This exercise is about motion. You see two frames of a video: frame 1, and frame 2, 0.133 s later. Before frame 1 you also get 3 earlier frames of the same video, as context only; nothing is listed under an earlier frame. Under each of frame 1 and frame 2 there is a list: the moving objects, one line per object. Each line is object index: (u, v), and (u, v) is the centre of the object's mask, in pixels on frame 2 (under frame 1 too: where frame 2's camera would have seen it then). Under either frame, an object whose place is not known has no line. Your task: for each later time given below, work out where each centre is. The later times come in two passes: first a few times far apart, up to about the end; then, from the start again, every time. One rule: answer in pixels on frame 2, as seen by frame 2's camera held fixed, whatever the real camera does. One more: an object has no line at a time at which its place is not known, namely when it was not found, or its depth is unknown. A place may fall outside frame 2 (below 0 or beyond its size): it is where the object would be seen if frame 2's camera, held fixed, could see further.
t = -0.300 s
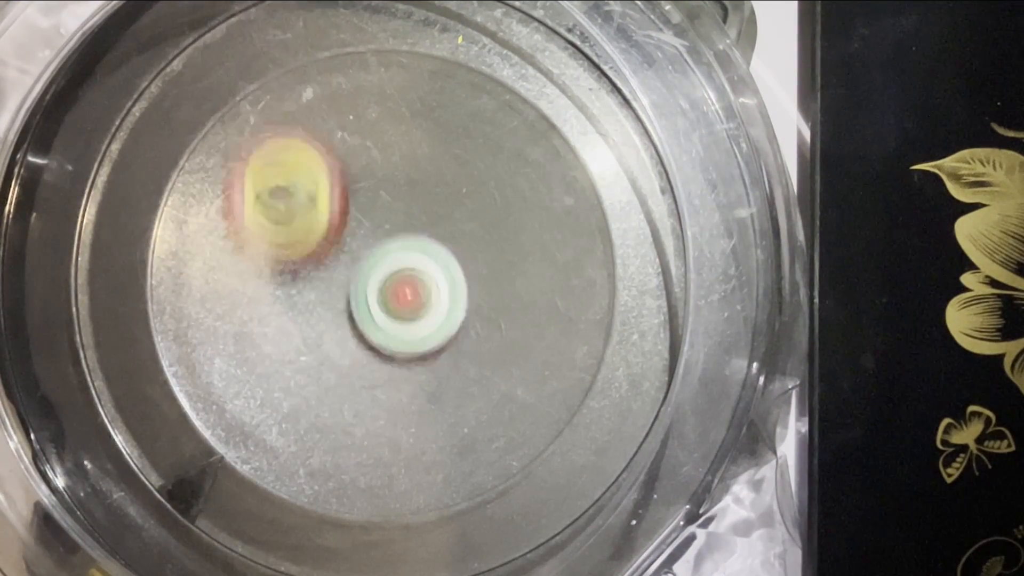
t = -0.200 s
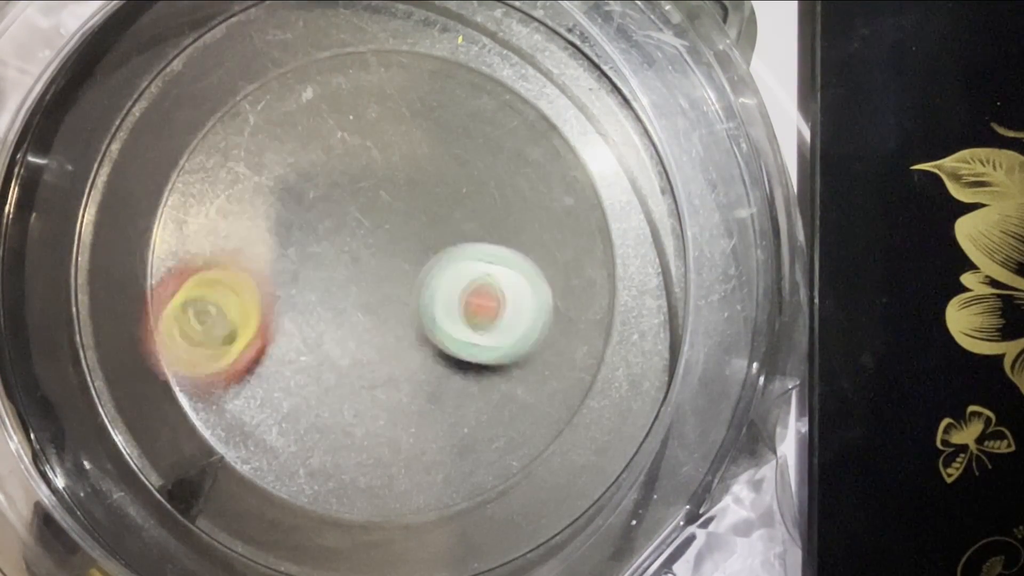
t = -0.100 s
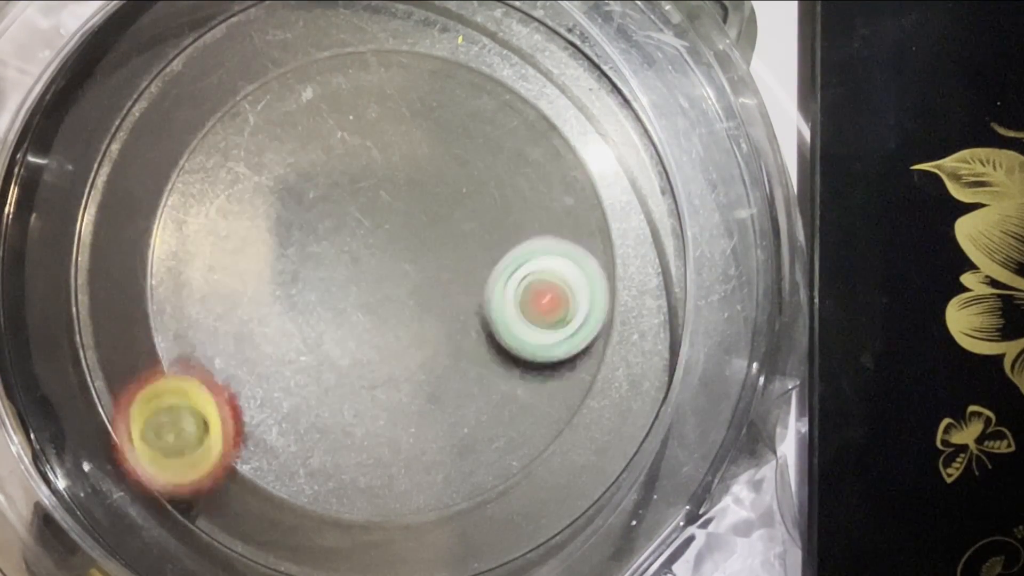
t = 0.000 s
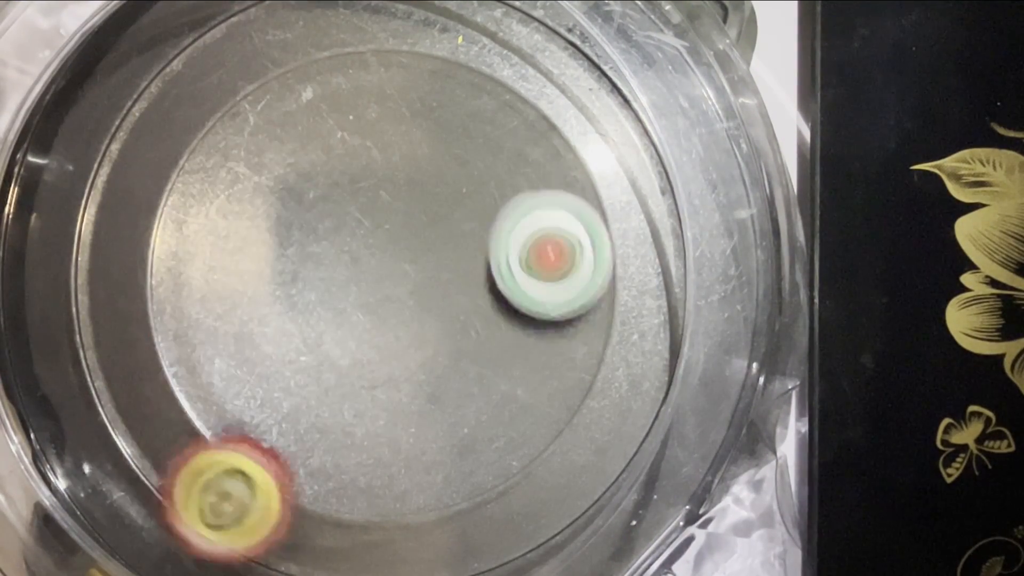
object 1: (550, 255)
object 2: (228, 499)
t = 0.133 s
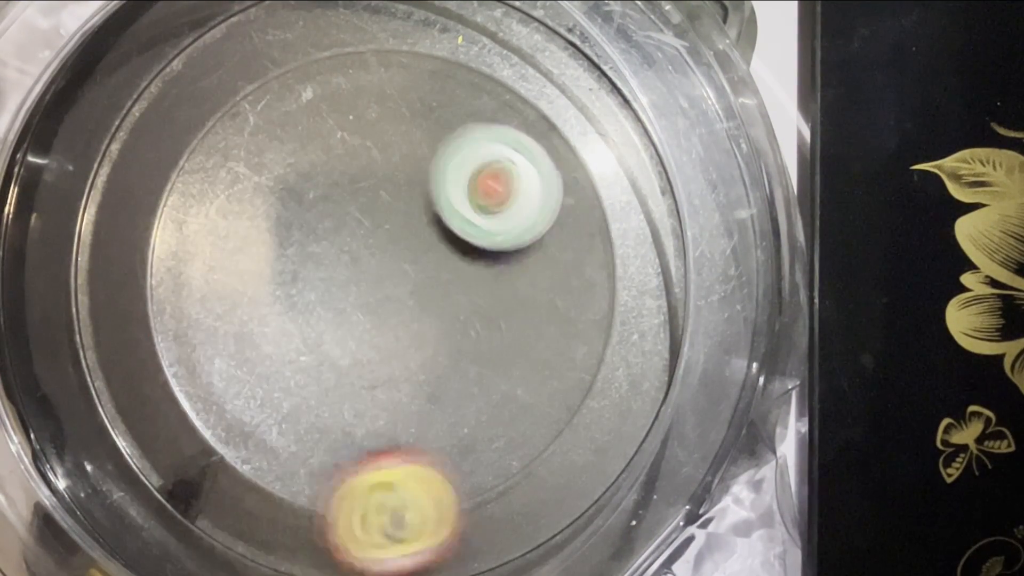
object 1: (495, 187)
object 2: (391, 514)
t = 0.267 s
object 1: (401, 166)
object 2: (596, 375)
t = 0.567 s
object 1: (332, 333)
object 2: (439, 14)
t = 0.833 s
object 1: (459, 300)
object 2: (63, 345)
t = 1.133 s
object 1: (361, 258)
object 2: (356, 546)
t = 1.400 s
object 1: (398, 325)
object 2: (544, 422)
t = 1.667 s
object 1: (389, 280)
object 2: (365, 66)
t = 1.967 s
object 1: (379, 293)
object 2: (62, 269)
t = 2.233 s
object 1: (389, 288)
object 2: (252, 455)
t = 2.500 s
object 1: (388, 284)
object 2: (537, 237)
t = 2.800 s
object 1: (380, 280)
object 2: (325, 19)
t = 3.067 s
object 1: (377, 282)
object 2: (260, 138)
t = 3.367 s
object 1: (471, 295)
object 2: (378, 415)
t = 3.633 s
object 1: (405, 172)
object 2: (546, 243)
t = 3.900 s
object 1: (132, 235)
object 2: (476, 183)
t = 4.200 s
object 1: (84, 292)
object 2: (434, 334)
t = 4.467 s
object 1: (83, 299)
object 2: (471, 349)
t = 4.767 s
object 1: (112, 303)
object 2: (337, 349)
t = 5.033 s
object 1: (200, 335)
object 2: (346, 366)
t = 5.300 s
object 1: (296, 344)
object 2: (501, 225)
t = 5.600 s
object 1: (397, 295)
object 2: (354, 159)
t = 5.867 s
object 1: (434, 298)
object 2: (309, 280)
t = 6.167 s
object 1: (456, 277)
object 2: (340, 315)
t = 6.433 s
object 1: (429, 289)
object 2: (285, 322)
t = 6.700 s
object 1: (514, 313)
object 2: (250, 279)
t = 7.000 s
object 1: (468, 288)
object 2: (343, 237)
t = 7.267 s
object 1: (452, 398)
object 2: (316, 110)
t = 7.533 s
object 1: (410, 379)
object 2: (356, 233)
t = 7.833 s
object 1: (345, 339)
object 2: (418, 259)
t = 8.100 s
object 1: (331, 267)
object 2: (435, 277)
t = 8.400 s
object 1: (368, 198)
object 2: (414, 301)
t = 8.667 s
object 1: (413, 187)
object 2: (377, 288)
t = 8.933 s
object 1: (444, 242)
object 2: (344, 288)
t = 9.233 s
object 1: (480, 351)
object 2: (351, 277)
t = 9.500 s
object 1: (494, 314)
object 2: (355, 286)
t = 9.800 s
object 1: (475, 282)
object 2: (355, 306)
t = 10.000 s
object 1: (467, 258)
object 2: (346, 300)
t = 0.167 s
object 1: (473, 176)
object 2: (445, 498)
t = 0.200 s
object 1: (450, 168)
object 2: (499, 470)
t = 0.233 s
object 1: (427, 164)
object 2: (552, 428)
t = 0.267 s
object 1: (401, 166)
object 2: (596, 375)
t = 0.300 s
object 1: (375, 172)
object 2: (622, 317)
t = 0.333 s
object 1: (351, 185)
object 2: (646, 256)
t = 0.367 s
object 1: (332, 201)
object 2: (658, 193)
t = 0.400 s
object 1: (318, 223)
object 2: (654, 127)
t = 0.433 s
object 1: (310, 245)
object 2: (642, 64)
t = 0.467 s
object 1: (307, 269)
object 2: (605, 41)
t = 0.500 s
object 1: (310, 294)
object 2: (550, 30)
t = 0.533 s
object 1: (319, 315)
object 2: (499, 21)
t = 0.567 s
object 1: (332, 333)
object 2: (439, 14)
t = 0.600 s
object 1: (349, 345)
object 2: (369, 12)
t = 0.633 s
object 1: (367, 352)
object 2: (296, 17)
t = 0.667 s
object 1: (389, 356)
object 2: (224, 30)
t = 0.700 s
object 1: (409, 353)
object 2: (163, 55)
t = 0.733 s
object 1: (428, 345)
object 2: (112, 105)
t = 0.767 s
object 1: (444, 332)
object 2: (74, 181)
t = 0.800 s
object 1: (454, 317)
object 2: (60, 264)
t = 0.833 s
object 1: (459, 300)
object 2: (63, 345)
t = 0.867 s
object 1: (459, 282)
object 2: (91, 422)
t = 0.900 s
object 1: (453, 265)
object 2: (136, 488)
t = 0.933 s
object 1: (443, 249)
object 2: (161, 516)
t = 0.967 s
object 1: (430, 238)
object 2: (190, 529)
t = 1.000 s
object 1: (415, 232)
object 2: (232, 537)
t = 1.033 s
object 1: (398, 232)
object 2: (263, 542)
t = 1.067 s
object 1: (382, 237)
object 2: (294, 545)
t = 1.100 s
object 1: (370, 246)
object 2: (325, 546)
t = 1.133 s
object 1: (361, 258)
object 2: (356, 546)
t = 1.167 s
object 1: (352, 273)
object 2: (384, 545)
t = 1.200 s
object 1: (347, 288)
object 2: (411, 540)
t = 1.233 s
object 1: (346, 303)
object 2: (437, 533)
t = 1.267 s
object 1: (352, 317)
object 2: (461, 525)
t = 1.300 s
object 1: (361, 326)
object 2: (481, 513)
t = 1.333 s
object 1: (373, 331)
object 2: (501, 492)
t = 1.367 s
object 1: (384, 330)
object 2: (523, 461)
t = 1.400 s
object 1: (398, 325)
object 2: (544, 422)
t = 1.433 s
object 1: (410, 319)
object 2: (562, 371)
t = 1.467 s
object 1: (415, 310)
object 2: (569, 316)
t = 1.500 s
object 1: (417, 301)
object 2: (564, 257)
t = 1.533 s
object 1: (413, 293)
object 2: (543, 201)
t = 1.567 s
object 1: (406, 287)
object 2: (511, 151)
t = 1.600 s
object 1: (399, 284)
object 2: (470, 111)
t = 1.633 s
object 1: (394, 282)
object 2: (420, 81)
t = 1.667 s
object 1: (389, 280)
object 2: (365, 66)
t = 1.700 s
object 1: (387, 280)
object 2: (308, 63)
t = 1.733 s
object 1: (384, 280)
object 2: (252, 77)
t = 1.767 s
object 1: (383, 281)
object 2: (203, 103)
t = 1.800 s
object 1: (381, 282)
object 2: (158, 128)
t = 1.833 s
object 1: (380, 284)
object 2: (122, 149)
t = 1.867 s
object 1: (379, 286)
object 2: (92, 169)
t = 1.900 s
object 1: (379, 288)
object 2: (71, 196)
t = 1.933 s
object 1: (378, 291)
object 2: (62, 228)
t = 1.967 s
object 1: (379, 293)
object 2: (62, 269)
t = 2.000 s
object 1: (379, 293)
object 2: (66, 317)
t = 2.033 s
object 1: (382, 293)
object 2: (81, 361)
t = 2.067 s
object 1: (384, 292)
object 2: (100, 399)
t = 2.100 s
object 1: (386, 291)
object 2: (122, 430)
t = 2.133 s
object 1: (387, 290)
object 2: (149, 450)
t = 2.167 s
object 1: (387, 289)
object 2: (181, 459)
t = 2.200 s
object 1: (388, 288)
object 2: (211, 458)
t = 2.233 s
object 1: (389, 288)
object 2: (252, 455)
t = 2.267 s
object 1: (388, 287)
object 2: (297, 456)
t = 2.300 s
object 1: (389, 287)
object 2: (347, 451)
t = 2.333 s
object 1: (389, 286)
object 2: (397, 438)
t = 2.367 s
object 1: (389, 285)
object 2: (445, 414)
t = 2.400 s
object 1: (389, 285)
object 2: (483, 382)
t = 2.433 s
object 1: (389, 284)
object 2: (511, 338)
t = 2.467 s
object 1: (388, 284)
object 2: (529, 290)
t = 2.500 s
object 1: (388, 284)
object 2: (537, 237)
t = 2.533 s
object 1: (387, 284)
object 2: (530, 188)
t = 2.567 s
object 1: (387, 284)
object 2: (513, 141)
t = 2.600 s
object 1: (386, 284)
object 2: (486, 97)
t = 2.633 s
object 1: (384, 284)
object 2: (450, 64)
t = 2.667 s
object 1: (383, 283)
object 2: (410, 48)
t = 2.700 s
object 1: (382, 282)
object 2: (377, 35)
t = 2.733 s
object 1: (381, 281)
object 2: (355, 27)
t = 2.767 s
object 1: (380, 281)
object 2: (339, 20)
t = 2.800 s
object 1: (380, 280)
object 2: (325, 19)
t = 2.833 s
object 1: (379, 280)
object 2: (306, 21)
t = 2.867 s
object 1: (378, 280)
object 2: (283, 26)
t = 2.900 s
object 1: (377, 280)
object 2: (265, 34)
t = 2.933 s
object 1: (377, 280)
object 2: (257, 43)
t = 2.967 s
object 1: (377, 280)
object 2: (257, 55)
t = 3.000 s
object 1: (377, 281)
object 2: (259, 74)
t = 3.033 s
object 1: (377, 281)
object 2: (261, 104)
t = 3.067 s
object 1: (377, 282)
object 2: (260, 138)
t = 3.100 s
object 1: (378, 282)
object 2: (255, 178)
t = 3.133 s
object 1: (378, 282)
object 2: (256, 228)
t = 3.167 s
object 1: (393, 292)
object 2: (253, 263)
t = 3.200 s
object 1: (418, 307)
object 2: (248, 296)
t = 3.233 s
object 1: (437, 315)
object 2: (256, 330)
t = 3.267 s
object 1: (452, 317)
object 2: (274, 359)
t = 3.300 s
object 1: (460, 314)
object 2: (304, 389)
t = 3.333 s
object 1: (466, 306)
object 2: (335, 405)
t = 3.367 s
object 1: (471, 295)
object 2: (378, 415)
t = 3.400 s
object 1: (473, 285)
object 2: (417, 411)
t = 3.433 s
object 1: (473, 274)
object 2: (456, 398)
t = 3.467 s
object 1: (473, 258)
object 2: (487, 380)
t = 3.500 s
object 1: (468, 239)
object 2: (513, 357)
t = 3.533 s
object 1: (461, 223)
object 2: (529, 324)
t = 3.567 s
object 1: (445, 201)
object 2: (543, 301)
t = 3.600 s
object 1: (424, 182)
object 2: (551, 273)
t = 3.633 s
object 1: (405, 172)
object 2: (546, 243)
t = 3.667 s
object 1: (387, 168)
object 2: (529, 211)
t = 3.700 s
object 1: (372, 171)
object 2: (502, 185)
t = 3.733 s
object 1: (354, 178)
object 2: (472, 171)
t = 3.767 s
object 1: (301, 179)
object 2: (480, 172)
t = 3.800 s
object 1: (242, 186)
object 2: (486, 175)
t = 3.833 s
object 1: (192, 198)
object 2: (486, 177)
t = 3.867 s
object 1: (154, 217)
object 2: (482, 179)
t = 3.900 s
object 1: (132, 235)
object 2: (476, 183)
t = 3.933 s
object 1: (119, 253)
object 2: (468, 189)
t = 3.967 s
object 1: (109, 265)
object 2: (459, 200)
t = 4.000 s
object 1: (101, 274)
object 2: (450, 213)
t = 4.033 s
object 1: (97, 279)
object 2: (442, 230)
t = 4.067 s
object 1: (93, 283)
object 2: (433, 249)
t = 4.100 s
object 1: (90, 286)
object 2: (426, 271)
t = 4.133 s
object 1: (88, 289)
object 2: (424, 293)
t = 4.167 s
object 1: (85, 291)
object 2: (426, 315)
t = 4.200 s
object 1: (84, 292)
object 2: (434, 334)
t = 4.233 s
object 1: (82, 294)
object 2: (445, 345)
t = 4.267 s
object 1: (81, 295)
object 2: (457, 356)
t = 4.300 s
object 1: (80, 296)
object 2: (465, 362)
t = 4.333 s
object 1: (80, 296)
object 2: (472, 364)
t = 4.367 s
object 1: (80, 297)
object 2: (476, 363)
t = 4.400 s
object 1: (81, 297)
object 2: (477, 359)
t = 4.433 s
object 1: (82, 298)
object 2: (476, 355)
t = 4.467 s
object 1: (83, 299)
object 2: (471, 349)
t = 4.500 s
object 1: (85, 300)
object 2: (463, 341)
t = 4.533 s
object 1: (87, 300)
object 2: (453, 335)
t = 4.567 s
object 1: (89, 301)
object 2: (439, 328)
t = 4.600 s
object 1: (92, 301)
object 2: (423, 321)
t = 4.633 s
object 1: (96, 302)
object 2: (403, 318)
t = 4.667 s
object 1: (100, 302)
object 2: (384, 320)
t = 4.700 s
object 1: (103, 303)
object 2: (364, 326)
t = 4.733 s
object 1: (108, 302)
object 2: (347, 337)
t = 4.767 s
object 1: (112, 303)
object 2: (337, 349)
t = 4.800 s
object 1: (117, 304)
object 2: (330, 363)
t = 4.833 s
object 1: (123, 304)
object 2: (325, 372)
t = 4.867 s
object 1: (128, 305)
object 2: (324, 378)
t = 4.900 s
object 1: (135, 306)
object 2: (327, 381)
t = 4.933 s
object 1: (147, 310)
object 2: (330, 382)
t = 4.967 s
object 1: (163, 316)
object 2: (335, 379)
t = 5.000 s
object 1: (180, 325)
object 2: (340, 374)
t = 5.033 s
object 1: (200, 335)
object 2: (346, 366)
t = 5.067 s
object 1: (221, 344)
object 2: (352, 353)
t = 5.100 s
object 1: (232, 348)
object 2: (371, 348)
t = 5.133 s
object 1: (232, 346)
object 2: (405, 337)
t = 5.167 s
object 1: (239, 345)
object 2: (437, 322)
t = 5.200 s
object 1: (250, 346)
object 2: (462, 298)
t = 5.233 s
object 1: (264, 345)
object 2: (482, 275)
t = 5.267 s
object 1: (280, 345)
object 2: (495, 249)
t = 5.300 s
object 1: (296, 344)
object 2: (501, 225)
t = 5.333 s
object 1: (311, 341)
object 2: (499, 200)
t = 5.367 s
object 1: (325, 337)
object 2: (493, 174)
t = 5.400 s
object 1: (337, 332)
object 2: (482, 151)
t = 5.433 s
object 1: (350, 327)
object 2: (464, 135)
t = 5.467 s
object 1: (361, 322)
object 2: (442, 125)
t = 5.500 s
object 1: (373, 316)
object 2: (419, 122)
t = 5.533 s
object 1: (381, 309)
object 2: (394, 128)
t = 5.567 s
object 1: (389, 302)
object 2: (372, 141)
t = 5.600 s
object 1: (397, 295)
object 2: (354, 159)
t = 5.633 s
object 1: (402, 288)
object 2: (339, 181)
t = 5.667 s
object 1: (408, 295)
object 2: (329, 191)
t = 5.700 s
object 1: (416, 308)
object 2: (315, 196)
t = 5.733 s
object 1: (422, 313)
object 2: (304, 207)
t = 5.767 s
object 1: (425, 312)
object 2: (297, 221)
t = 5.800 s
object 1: (428, 308)
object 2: (295, 240)
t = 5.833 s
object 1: (432, 303)
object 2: (300, 260)
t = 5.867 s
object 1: (434, 298)
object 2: (309, 280)
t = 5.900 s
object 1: (441, 295)
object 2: (316, 290)
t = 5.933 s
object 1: (450, 294)
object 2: (314, 300)
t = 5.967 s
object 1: (456, 291)
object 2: (313, 304)
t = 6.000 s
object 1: (457, 286)
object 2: (315, 312)
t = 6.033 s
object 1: (456, 283)
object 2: (318, 318)
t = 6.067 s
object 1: (455, 281)
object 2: (326, 322)
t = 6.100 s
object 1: (453, 279)
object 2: (335, 324)
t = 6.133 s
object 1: (452, 277)
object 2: (342, 322)
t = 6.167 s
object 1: (456, 277)
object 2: (340, 315)
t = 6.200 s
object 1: (458, 277)
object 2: (332, 310)
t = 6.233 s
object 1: (458, 278)
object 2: (319, 307)
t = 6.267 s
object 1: (455, 280)
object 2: (314, 309)
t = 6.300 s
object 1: (450, 281)
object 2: (308, 314)
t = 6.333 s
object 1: (445, 283)
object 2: (295, 318)
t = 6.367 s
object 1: (439, 285)
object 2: (287, 319)
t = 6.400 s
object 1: (434, 287)
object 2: (285, 323)
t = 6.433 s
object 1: (429, 289)
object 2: (285, 322)
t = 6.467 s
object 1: (424, 292)
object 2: (289, 323)
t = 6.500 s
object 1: (417, 295)
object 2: (294, 322)
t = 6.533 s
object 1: (419, 299)
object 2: (295, 316)
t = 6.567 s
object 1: (454, 305)
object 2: (272, 304)
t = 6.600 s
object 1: (483, 310)
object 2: (259, 291)
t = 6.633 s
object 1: (502, 313)
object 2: (255, 283)
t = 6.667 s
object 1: (511, 315)
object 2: (252, 280)
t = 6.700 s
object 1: (514, 313)
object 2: (250, 279)
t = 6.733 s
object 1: (513, 310)
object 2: (248, 276)
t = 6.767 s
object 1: (511, 307)
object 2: (250, 269)
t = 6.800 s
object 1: (509, 305)
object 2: (258, 261)
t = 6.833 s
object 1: (506, 302)
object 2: (270, 254)
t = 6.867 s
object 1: (501, 299)
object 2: (281, 250)
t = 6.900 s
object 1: (495, 296)
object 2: (295, 246)
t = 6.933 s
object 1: (487, 293)
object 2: (309, 244)
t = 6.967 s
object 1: (478, 290)
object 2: (325, 241)
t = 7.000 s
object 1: (468, 288)
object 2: (343, 237)
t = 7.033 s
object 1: (464, 292)
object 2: (359, 230)
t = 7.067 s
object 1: (469, 321)
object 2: (360, 190)
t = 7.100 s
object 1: (472, 351)
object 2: (356, 156)
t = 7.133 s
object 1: (471, 375)
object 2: (351, 127)
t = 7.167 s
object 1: (467, 390)
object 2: (346, 107)
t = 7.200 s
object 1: (462, 396)
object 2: (341, 98)
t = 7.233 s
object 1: (457, 397)
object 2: (328, 100)
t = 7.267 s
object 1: (452, 398)
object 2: (316, 110)
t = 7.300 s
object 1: (447, 396)
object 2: (307, 121)
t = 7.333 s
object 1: (442, 394)
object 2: (302, 137)
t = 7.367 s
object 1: (437, 392)
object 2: (300, 155)
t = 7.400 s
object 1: (431, 391)
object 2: (303, 173)
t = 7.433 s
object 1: (427, 389)
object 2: (310, 189)
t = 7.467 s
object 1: (422, 386)
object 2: (323, 207)
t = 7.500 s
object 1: (417, 383)
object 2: (338, 221)
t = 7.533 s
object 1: (410, 379)
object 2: (356, 233)
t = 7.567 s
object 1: (406, 374)
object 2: (374, 243)
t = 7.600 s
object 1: (400, 367)
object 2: (391, 249)
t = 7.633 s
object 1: (394, 363)
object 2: (406, 250)
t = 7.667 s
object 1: (380, 364)
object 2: (420, 245)
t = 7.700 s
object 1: (371, 361)
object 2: (427, 243)
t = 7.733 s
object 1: (364, 357)
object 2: (429, 245)
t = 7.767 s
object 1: (357, 348)
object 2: (428, 247)
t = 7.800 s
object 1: (352, 344)
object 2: (423, 250)
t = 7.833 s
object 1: (345, 339)
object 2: (418, 259)
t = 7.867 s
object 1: (338, 333)
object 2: (422, 265)
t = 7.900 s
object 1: (333, 323)
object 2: (426, 267)
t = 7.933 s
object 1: (332, 315)
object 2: (428, 267)
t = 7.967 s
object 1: (330, 306)
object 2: (428, 269)
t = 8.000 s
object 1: (328, 296)
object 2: (428, 268)
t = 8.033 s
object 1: (327, 289)
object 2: (428, 271)
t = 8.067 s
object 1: (327, 278)
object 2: (433, 275)
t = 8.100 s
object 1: (331, 267)
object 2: (435, 277)
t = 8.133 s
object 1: (330, 261)
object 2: (435, 278)
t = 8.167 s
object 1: (334, 252)
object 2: (433, 279)
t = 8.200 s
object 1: (338, 241)
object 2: (432, 280)
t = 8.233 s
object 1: (342, 233)
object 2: (435, 284)
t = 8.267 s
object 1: (347, 226)
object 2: (435, 292)
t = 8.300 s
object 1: (353, 215)
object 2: (432, 296)
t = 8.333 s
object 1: (358, 208)
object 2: (427, 299)
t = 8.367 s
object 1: (363, 204)
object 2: (420, 302)
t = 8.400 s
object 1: (368, 198)
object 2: (414, 301)
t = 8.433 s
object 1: (374, 194)
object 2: (408, 307)
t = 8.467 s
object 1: (379, 191)
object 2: (400, 303)
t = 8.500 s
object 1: (386, 188)
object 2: (394, 297)
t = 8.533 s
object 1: (390, 185)
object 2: (389, 289)
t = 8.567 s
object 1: (396, 184)
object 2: (385, 288)
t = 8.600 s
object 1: (401, 183)
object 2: (382, 289)
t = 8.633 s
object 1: (407, 185)
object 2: (380, 289)
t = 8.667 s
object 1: (413, 187)
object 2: (377, 288)
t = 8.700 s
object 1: (421, 190)
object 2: (372, 290)
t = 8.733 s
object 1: (426, 195)
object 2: (368, 291)
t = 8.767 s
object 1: (431, 200)
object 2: (362, 291)
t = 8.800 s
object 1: (436, 207)
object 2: (357, 290)
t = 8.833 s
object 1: (439, 217)
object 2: (352, 289)
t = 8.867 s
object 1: (441, 226)
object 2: (348, 290)
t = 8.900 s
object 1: (443, 234)
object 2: (346, 290)
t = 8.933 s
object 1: (444, 242)
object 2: (344, 288)
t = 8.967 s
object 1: (448, 255)
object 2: (338, 285)
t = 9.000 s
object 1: (451, 269)
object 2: (332, 286)
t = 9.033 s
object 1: (451, 284)
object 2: (329, 287)
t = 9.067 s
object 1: (453, 299)
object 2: (329, 285)
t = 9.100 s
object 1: (457, 316)
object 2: (333, 283)
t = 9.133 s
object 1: (461, 332)
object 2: (338, 283)
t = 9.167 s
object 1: (466, 344)
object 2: (343, 282)
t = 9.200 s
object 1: (474, 350)
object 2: (348, 279)
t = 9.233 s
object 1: (480, 351)
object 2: (351, 277)
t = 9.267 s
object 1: (485, 347)
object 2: (354, 272)
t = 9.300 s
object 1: (488, 343)
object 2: (355, 269)
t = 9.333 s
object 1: (491, 338)
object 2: (353, 270)
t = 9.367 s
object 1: (493, 334)
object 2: (354, 270)
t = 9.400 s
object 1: (495, 328)
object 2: (354, 272)
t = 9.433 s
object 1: (493, 323)
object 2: (357, 272)
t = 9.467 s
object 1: (493, 318)
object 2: (356, 279)
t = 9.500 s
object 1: (494, 314)
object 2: (355, 286)
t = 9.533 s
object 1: (494, 312)
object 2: (353, 295)
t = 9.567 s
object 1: (493, 306)
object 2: (356, 302)
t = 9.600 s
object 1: (493, 304)
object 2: (360, 308)
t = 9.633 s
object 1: (490, 300)
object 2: (364, 311)
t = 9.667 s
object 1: (488, 296)
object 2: (366, 312)
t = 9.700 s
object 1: (486, 293)
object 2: (364, 313)
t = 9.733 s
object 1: (483, 288)
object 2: (360, 311)
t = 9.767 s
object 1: (480, 286)
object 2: (357, 309)
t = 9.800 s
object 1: (475, 282)
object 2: (355, 306)
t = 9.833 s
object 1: (477, 278)
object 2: (353, 303)
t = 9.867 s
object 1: (476, 276)
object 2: (348, 298)
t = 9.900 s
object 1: (472, 271)
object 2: (344, 292)
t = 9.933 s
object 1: (468, 267)
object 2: (344, 291)
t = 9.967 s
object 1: (466, 263)
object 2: (346, 295)
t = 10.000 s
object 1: (467, 258)
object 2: (346, 300)
